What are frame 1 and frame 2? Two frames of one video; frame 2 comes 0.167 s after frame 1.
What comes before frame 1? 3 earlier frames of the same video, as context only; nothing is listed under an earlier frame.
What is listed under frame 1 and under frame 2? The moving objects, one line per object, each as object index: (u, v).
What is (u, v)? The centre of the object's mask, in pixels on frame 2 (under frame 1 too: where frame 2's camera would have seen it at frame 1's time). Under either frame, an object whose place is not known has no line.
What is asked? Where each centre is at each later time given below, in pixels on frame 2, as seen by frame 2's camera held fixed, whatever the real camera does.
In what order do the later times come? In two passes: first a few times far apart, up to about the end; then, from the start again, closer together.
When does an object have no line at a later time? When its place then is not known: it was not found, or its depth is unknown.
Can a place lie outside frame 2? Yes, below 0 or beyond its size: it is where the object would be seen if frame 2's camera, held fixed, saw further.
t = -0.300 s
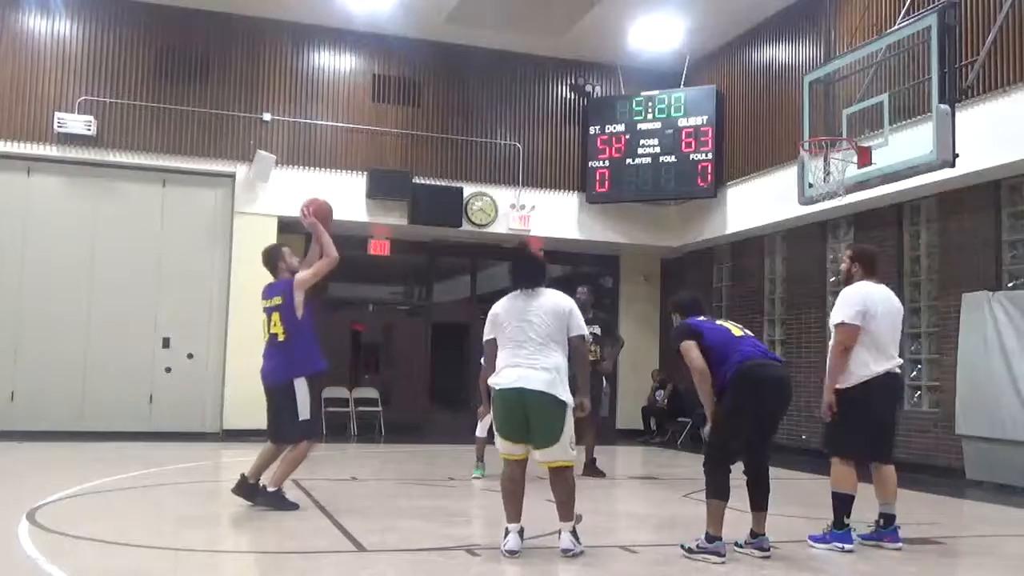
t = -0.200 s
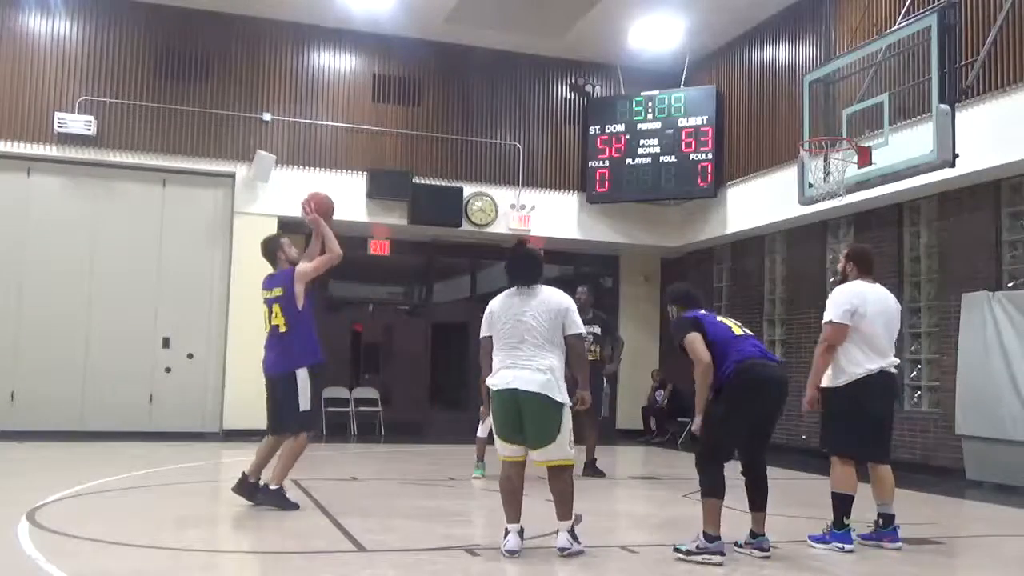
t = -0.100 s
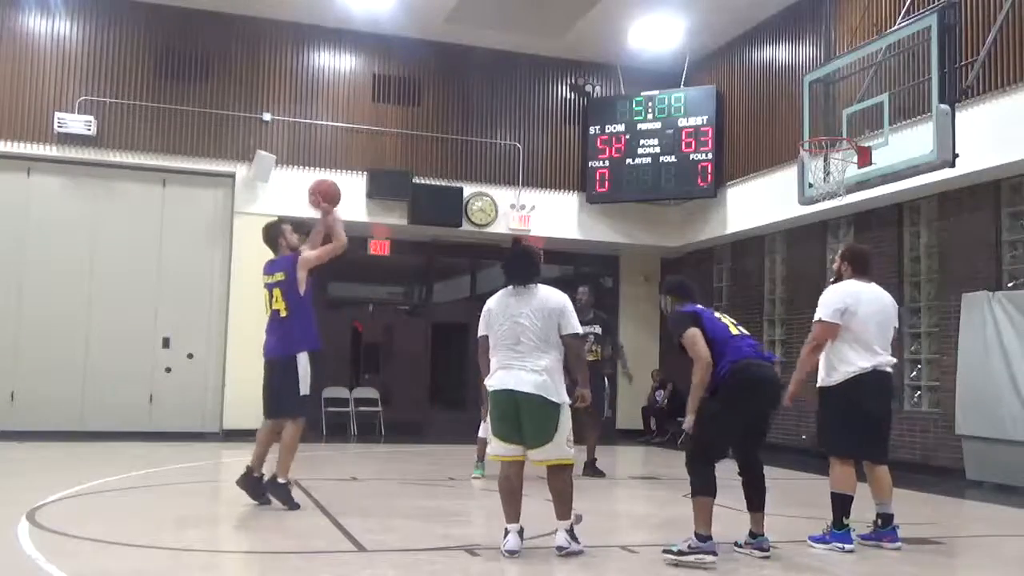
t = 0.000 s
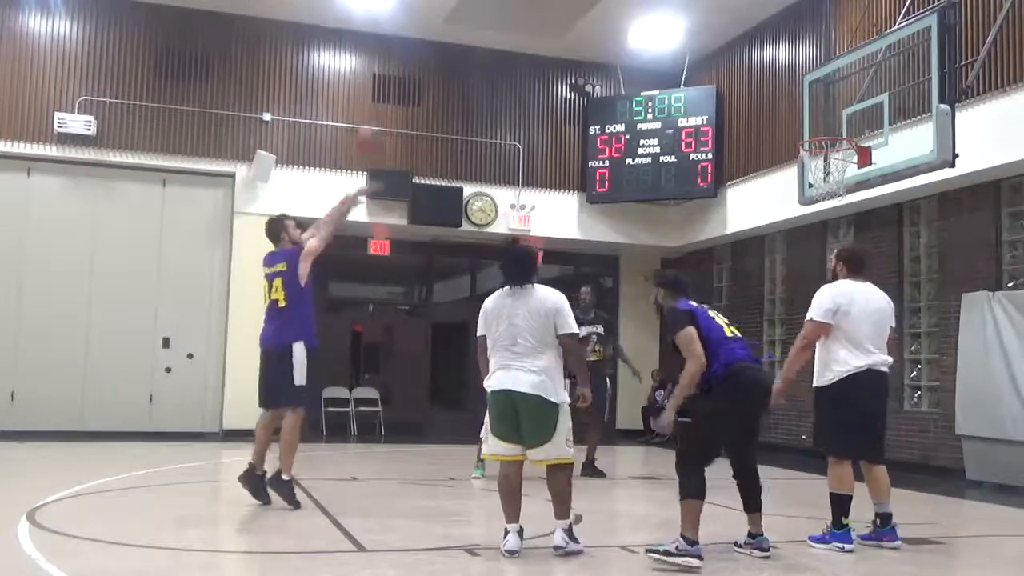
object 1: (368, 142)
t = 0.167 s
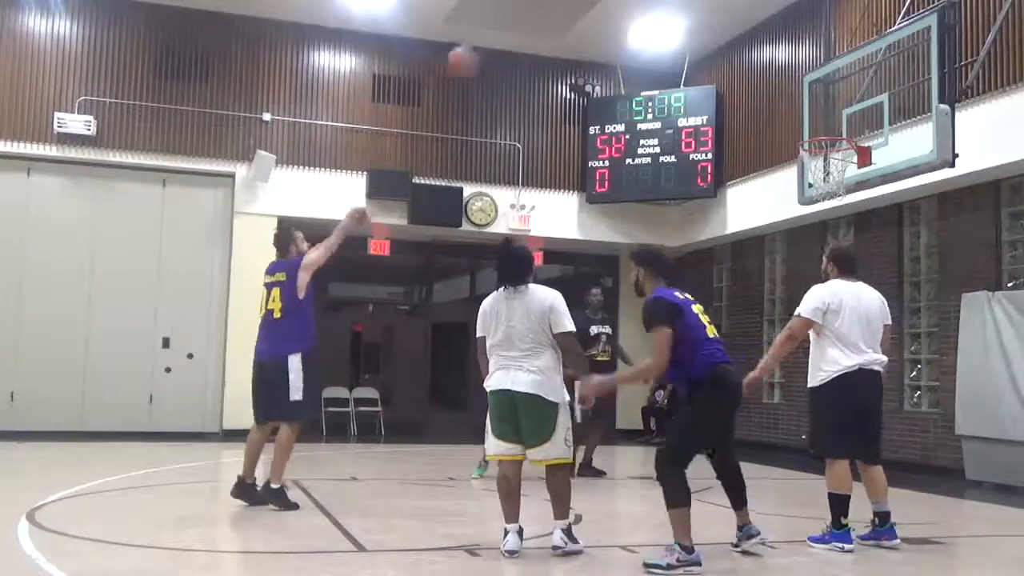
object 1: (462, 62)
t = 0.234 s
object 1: (497, 42)
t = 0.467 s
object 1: (611, 12)
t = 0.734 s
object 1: (730, 52)
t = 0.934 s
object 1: (807, 130)
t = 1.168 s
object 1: (849, 193)
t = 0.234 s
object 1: (497, 42)
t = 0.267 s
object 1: (512, 34)
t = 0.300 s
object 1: (530, 27)
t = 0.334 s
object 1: (547, 21)
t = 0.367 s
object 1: (562, 18)
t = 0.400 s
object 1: (577, 15)
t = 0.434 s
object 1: (594, 13)
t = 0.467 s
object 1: (611, 12)
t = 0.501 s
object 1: (624, 12)
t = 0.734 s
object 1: (730, 52)
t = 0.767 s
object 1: (743, 63)
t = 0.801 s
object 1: (756, 76)
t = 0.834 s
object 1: (770, 87)
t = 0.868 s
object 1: (783, 95)
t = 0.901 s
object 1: (798, 115)
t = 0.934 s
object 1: (807, 130)
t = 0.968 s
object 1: (824, 156)
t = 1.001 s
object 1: (832, 162)
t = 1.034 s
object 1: (842, 174)
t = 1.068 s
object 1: (845, 179)
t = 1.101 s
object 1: (845, 179)
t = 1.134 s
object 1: (848, 188)
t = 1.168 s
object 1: (849, 193)
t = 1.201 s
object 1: (850, 200)
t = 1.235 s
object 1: (851, 204)
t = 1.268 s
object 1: (855, 217)
